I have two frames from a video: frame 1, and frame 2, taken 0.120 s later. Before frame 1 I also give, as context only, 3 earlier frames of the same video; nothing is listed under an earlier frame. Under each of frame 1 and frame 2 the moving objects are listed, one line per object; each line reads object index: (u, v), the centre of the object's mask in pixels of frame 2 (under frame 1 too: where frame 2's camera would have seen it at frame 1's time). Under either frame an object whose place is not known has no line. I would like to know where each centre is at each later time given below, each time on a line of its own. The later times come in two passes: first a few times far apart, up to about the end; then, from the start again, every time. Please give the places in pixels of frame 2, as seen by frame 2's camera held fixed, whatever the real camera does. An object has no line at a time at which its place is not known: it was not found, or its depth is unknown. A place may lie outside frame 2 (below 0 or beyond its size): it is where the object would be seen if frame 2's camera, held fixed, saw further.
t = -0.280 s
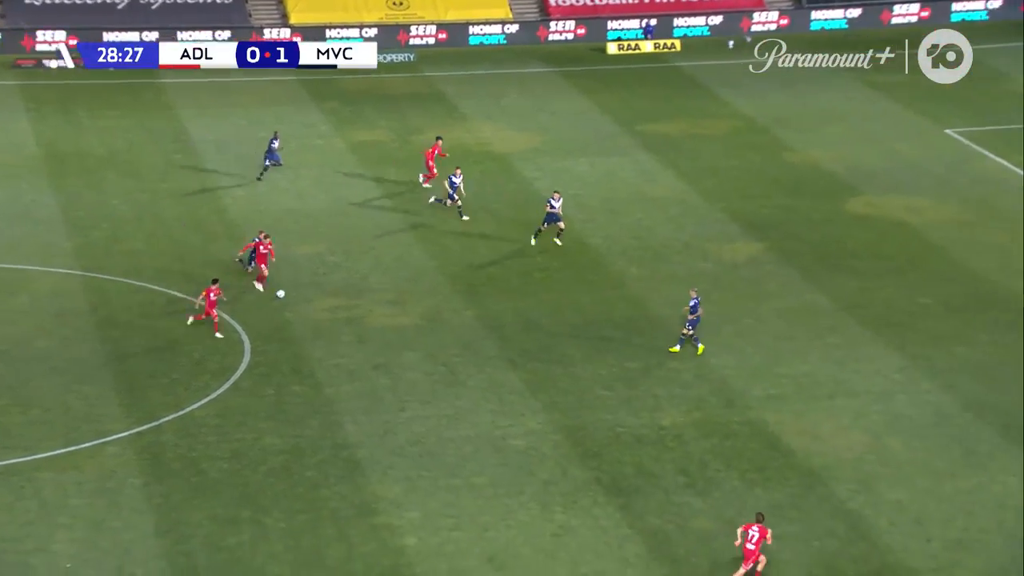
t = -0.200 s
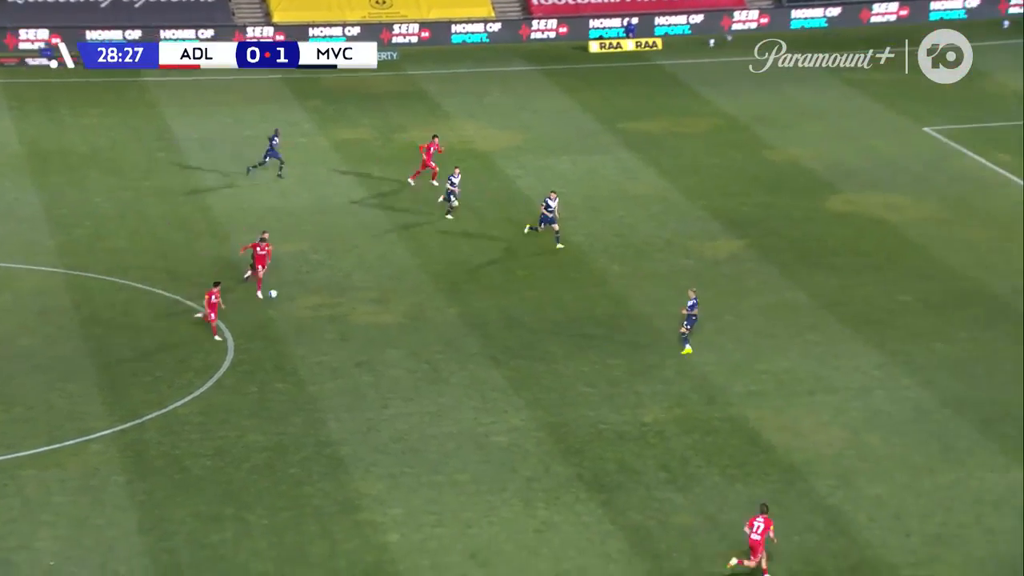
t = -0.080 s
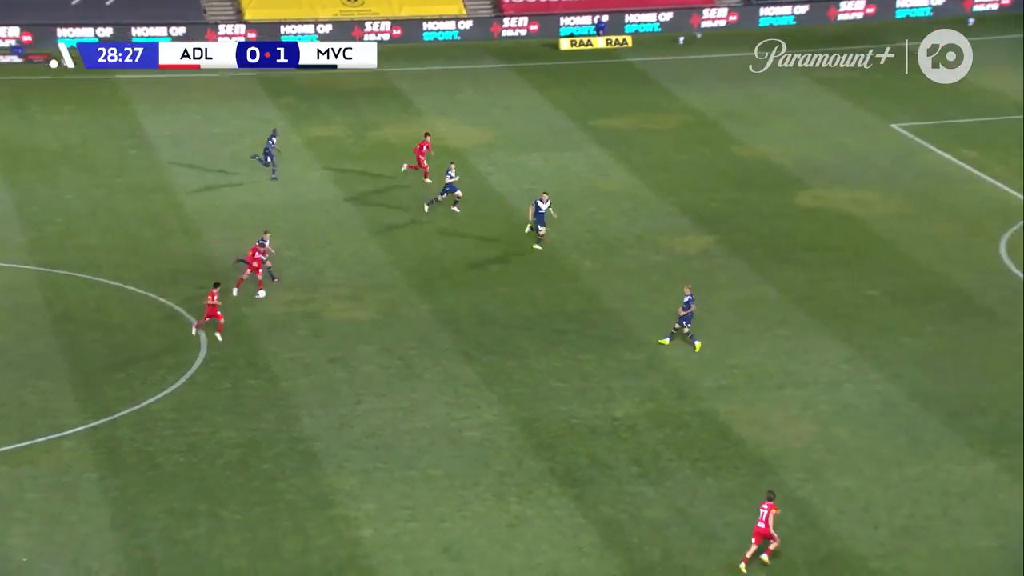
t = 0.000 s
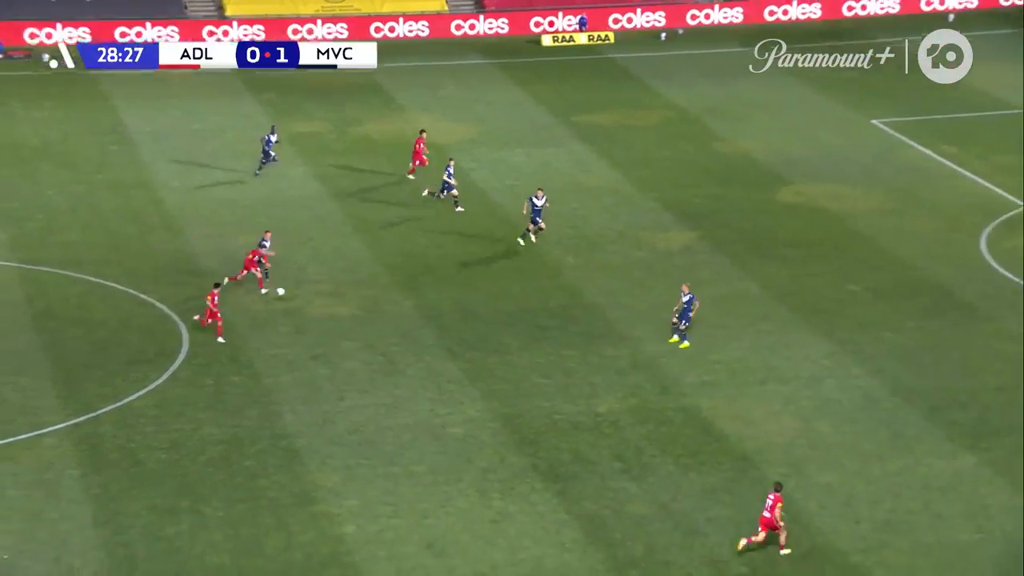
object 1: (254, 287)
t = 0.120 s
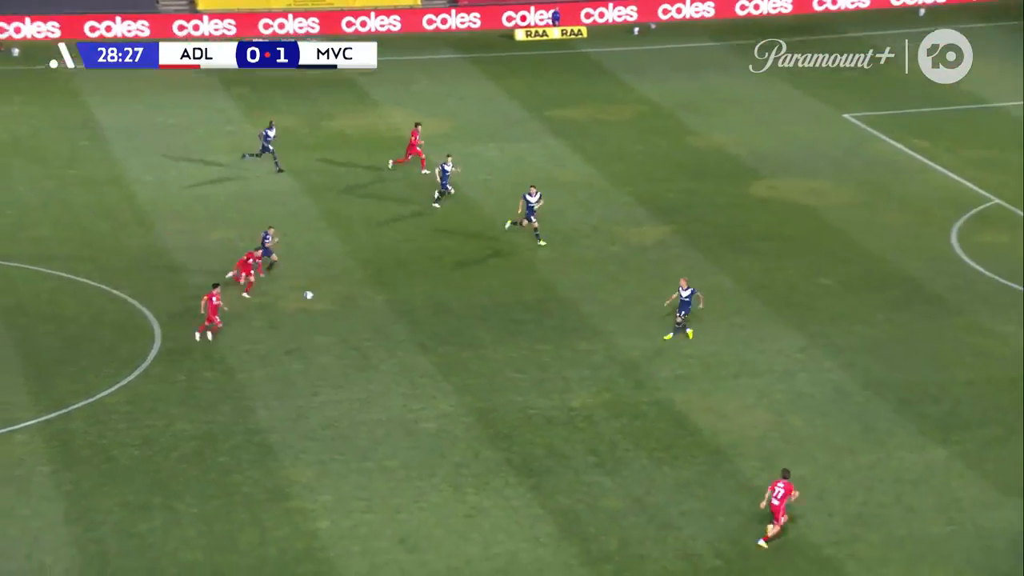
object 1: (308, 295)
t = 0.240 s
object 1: (362, 310)
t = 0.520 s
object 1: (492, 377)
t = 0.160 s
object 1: (326, 299)
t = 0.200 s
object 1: (343, 305)
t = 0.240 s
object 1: (362, 310)
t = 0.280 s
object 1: (380, 317)
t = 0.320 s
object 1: (398, 325)
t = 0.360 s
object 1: (417, 333)
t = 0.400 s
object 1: (436, 343)
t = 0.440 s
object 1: (454, 353)
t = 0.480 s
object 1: (473, 365)
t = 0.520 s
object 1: (492, 377)
